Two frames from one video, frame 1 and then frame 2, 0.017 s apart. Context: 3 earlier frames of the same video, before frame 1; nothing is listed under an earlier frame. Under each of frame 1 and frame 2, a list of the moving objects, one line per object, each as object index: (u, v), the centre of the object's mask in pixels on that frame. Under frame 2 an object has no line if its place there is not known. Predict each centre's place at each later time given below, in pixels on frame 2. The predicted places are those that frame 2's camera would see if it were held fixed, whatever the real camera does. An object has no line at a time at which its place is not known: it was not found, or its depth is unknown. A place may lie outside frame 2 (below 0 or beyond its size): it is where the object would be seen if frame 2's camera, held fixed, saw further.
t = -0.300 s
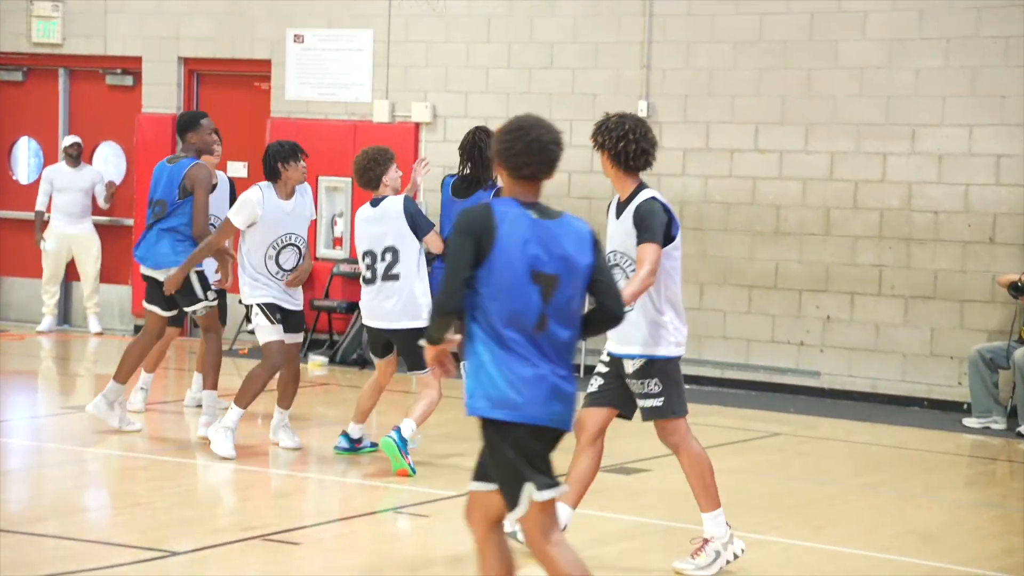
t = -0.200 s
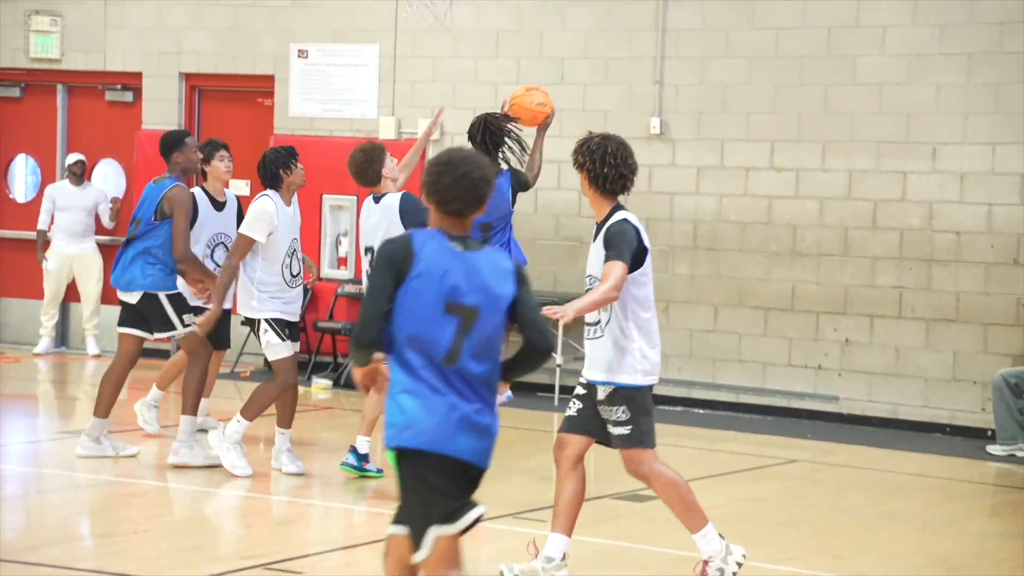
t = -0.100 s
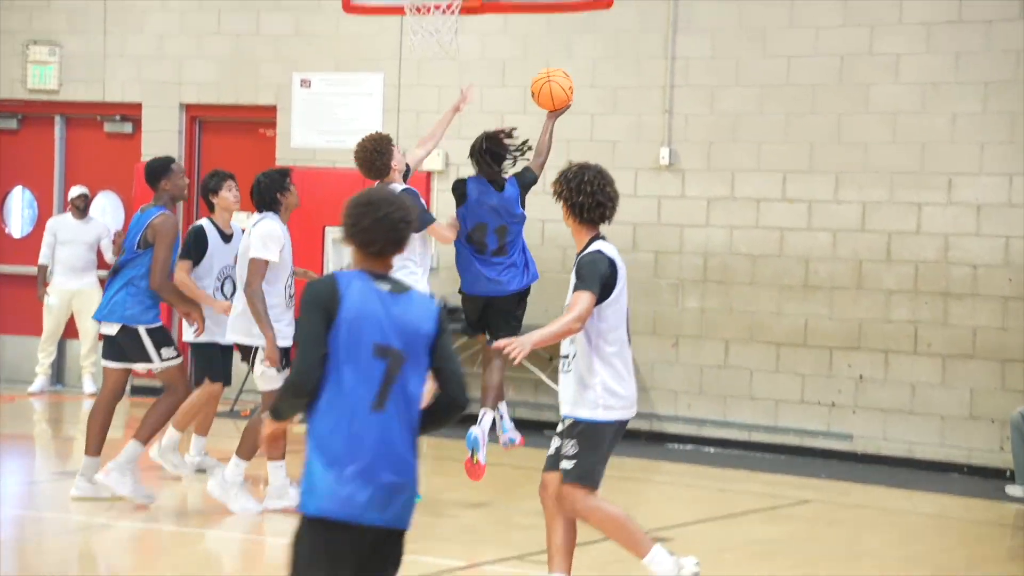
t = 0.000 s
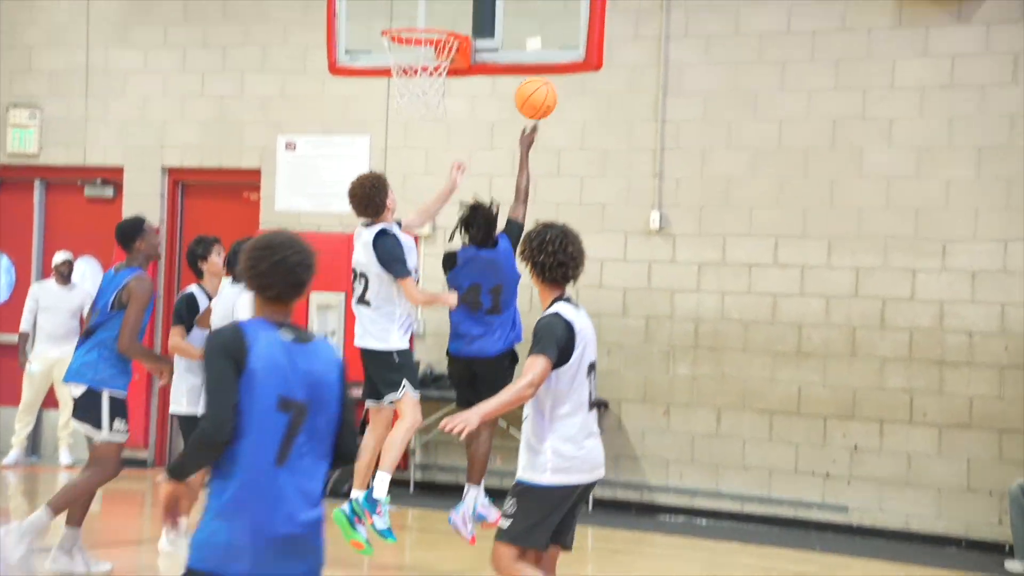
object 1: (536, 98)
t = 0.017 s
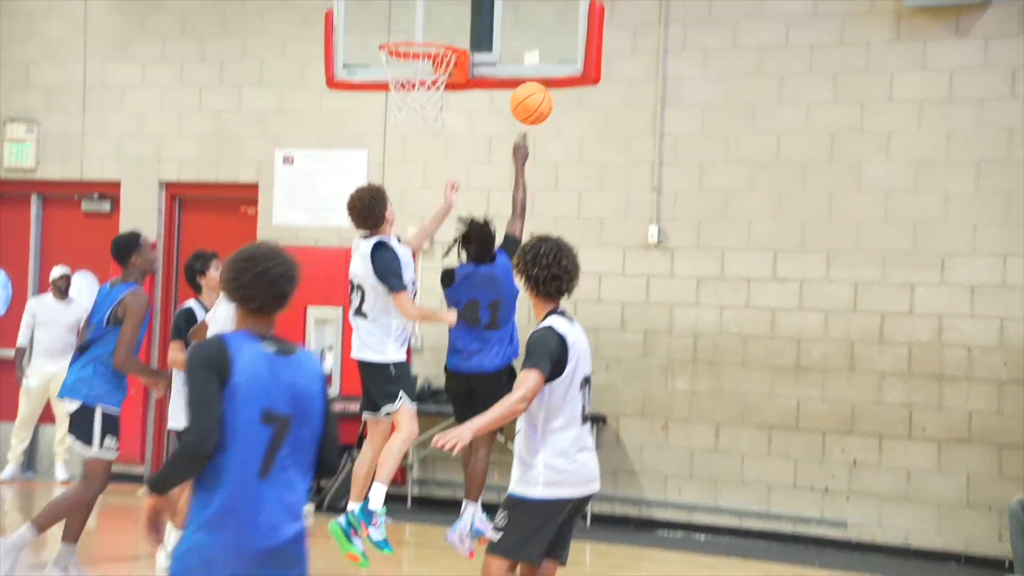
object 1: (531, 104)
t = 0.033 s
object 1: (529, 95)
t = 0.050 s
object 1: (526, 87)
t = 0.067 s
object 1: (524, 79)
